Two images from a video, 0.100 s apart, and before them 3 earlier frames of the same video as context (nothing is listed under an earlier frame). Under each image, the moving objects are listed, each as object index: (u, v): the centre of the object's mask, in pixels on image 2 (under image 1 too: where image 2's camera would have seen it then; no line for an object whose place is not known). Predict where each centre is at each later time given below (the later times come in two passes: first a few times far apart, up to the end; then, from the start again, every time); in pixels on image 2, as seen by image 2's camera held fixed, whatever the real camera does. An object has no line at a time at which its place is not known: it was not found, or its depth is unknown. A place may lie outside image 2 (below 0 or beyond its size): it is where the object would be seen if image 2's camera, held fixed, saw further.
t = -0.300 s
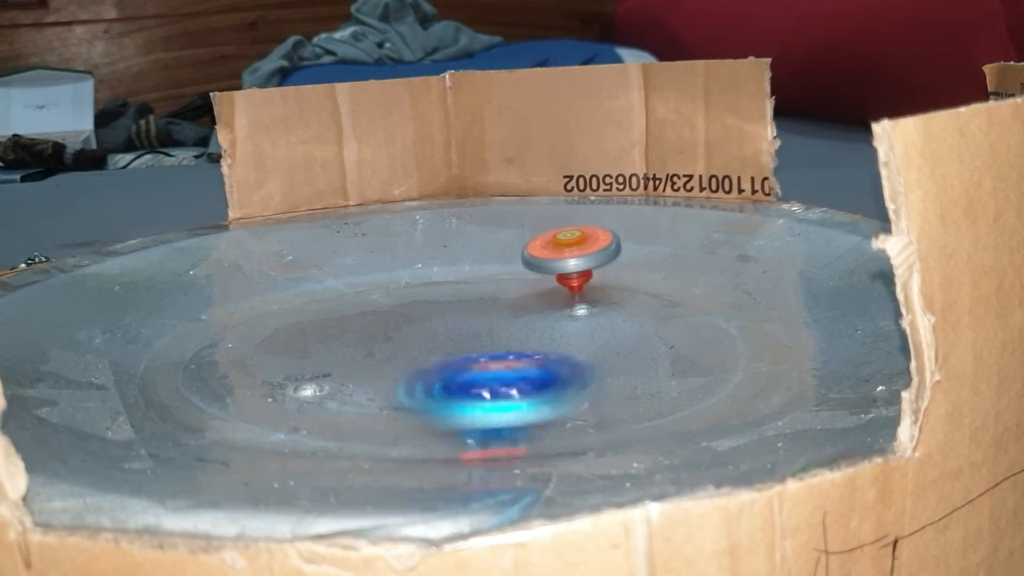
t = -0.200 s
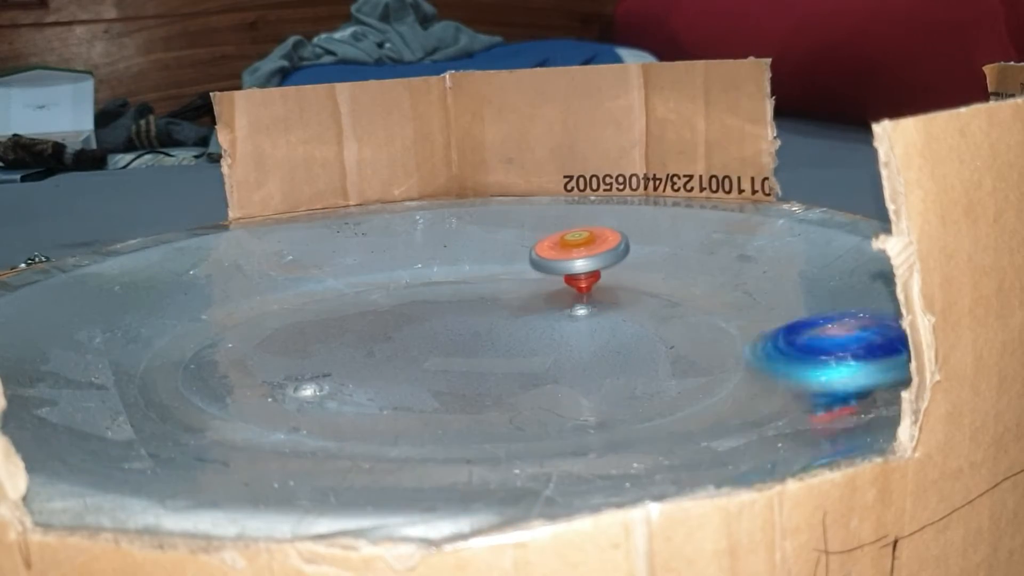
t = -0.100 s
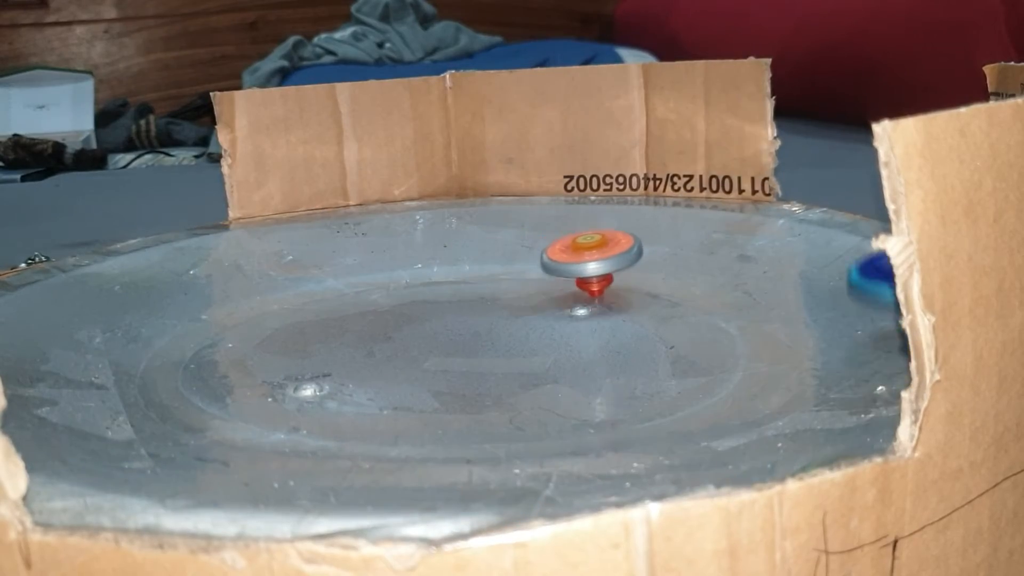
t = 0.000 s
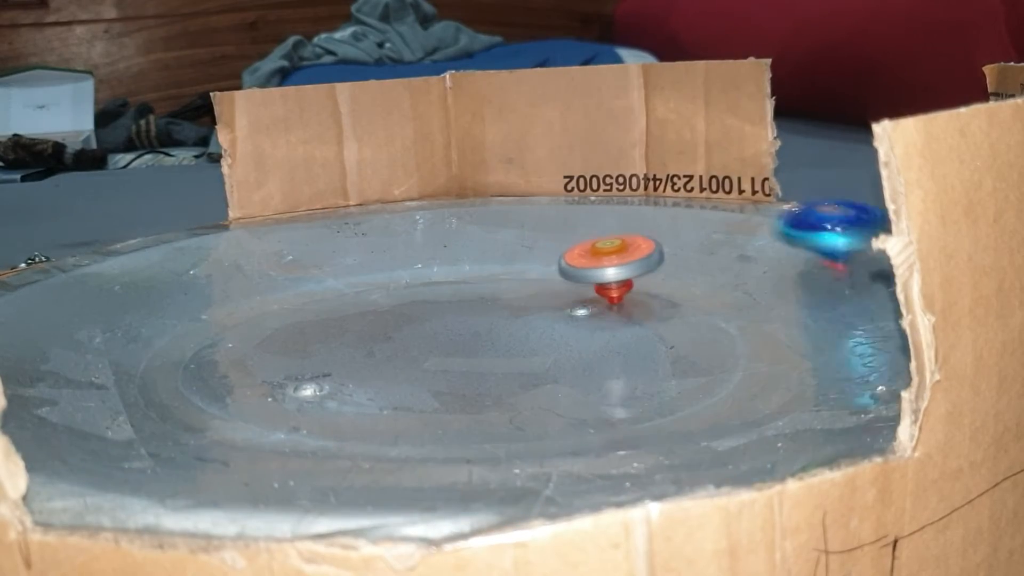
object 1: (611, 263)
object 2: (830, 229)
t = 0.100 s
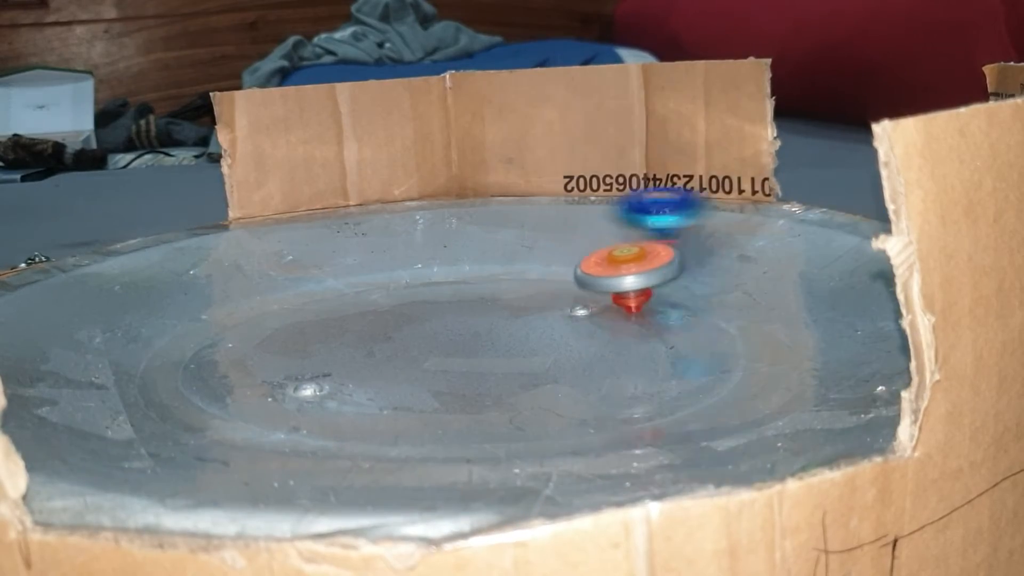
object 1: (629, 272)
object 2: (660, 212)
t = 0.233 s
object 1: (649, 290)
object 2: (430, 227)
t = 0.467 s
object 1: (668, 318)
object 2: (154, 336)
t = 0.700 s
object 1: (695, 318)
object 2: (684, 387)
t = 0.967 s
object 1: (700, 332)
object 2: (838, 239)
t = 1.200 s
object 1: (678, 338)
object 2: (473, 243)
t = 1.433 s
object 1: (606, 349)
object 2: (281, 322)
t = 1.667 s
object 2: (205, 371)
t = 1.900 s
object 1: (587, 209)
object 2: (248, 421)
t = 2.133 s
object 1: (226, 206)
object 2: (657, 376)
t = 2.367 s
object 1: (62, 263)
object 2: (487, 289)
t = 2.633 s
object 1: (161, 336)
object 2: (169, 263)
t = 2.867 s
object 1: (341, 329)
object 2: (145, 350)
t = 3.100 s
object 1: (612, 288)
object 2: (408, 384)
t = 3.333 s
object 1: (715, 206)
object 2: (747, 357)
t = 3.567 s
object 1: (618, 211)
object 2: (675, 262)
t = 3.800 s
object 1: (537, 208)
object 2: (521, 262)
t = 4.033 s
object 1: (497, 250)
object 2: (325, 296)
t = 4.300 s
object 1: (566, 268)
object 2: (445, 351)
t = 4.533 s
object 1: (615, 266)
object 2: (670, 325)
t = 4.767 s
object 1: (527, 227)
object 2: (673, 294)
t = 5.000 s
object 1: (376, 255)
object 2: (545, 316)
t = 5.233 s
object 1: (304, 287)
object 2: (513, 337)
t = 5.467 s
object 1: (308, 311)
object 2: (610, 341)
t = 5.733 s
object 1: (413, 327)
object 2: (643, 324)
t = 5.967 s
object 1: (491, 333)
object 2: (633, 314)
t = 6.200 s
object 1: (511, 337)
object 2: (638, 303)
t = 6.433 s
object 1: (357, 358)
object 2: (738, 271)
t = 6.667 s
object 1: (397, 382)
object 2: (710, 216)
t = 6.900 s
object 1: (465, 374)
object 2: (552, 255)
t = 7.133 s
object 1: (491, 355)
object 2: (587, 262)
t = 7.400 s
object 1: (406, 346)
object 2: (653, 280)
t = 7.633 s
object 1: (232, 376)
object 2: (744, 247)
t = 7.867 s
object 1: (254, 371)
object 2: (669, 257)
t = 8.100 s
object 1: (295, 359)
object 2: (648, 304)
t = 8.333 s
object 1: (353, 360)
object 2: (707, 345)
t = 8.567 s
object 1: (469, 363)
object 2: (779, 346)
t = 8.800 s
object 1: (491, 352)
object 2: (776, 327)
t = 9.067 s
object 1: (502, 348)
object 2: (713, 297)
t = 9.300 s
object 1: (558, 342)
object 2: (580, 292)
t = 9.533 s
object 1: (603, 342)
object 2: (460, 296)
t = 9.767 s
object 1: (633, 334)
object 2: (375, 314)
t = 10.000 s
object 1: (649, 324)
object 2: (436, 328)
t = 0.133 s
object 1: (635, 275)
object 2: (600, 212)
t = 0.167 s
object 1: (642, 280)
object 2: (542, 216)
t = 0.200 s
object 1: (646, 285)
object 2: (485, 220)
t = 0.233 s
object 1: (649, 290)
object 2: (430, 227)
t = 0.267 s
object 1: (651, 295)
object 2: (376, 236)
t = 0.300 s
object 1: (652, 299)
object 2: (327, 248)
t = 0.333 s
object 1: (653, 303)
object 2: (279, 265)
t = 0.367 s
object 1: (654, 308)
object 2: (232, 284)
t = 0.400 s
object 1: (657, 313)
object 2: (195, 299)
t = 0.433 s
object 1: (661, 316)
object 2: (166, 318)
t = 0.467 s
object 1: (668, 318)
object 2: (154, 336)
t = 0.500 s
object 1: (674, 320)
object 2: (159, 355)
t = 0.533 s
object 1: (680, 322)
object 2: (187, 374)
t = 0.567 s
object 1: (684, 323)
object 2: (238, 390)
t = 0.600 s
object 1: (688, 324)
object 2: (337, 397)
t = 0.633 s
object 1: (690, 325)
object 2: (456, 402)
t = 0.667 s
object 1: (694, 325)
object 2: (581, 394)
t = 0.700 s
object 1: (695, 318)
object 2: (684, 387)
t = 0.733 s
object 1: (694, 325)
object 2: (788, 375)
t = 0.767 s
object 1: (696, 327)
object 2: (852, 358)
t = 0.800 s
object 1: (697, 328)
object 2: (875, 333)
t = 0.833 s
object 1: (697, 328)
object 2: (877, 303)
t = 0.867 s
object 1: (699, 329)
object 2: (875, 283)
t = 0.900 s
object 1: (699, 331)
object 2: (869, 270)
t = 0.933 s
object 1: (700, 331)
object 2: (859, 255)
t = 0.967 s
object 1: (700, 332)
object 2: (838, 239)
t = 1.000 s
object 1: (699, 332)
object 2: (794, 229)
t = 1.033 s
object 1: (699, 332)
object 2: (740, 226)
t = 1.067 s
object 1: (699, 332)
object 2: (684, 227)
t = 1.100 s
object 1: (695, 332)
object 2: (628, 226)
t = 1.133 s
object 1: (692, 334)
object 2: (574, 229)
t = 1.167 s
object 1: (686, 336)
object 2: (524, 233)
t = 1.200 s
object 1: (678, 338)
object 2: (473, 243)
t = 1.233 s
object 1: (668, 339)
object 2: (419, 253)
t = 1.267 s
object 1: (657, 341)
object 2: (371, 262)
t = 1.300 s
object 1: (645, 341)
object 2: (334, 274)
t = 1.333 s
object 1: (633, 343)
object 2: (306, 285)
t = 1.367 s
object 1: (623, 345)
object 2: (288, 298)
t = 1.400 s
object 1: (614, 347)
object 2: (279, 311)
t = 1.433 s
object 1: (606, 349)
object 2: (281, 322)
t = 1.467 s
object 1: (599, 350)
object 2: (300, 330)
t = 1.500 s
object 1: (591, 352)
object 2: (339, 335)
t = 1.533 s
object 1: (587, 353)
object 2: (376, 343)
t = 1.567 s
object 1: (582, 354)
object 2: (414, 359)
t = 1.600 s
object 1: (640, 349)
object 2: (395, 369)
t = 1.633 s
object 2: (282, 382)
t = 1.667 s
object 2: (205, 371)
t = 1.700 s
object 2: (150, 366)
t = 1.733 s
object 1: (869, 234)
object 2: (109, 384)
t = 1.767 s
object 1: (830, 239)
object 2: (96, 385)
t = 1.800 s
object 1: (762, 227)
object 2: (105, 393)
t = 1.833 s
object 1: (707, 219)
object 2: (134, 401)
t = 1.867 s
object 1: (645, 213)
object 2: (184, 407)
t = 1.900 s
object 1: (587, 209)
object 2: (248, 421)
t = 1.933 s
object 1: (529, 205)
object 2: (323, 426)
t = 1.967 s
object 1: (474, 202)
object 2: (404, 427)
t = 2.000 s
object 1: (418, 201)
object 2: (489, 418)
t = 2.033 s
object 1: (365, 201)
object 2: (557, 412)
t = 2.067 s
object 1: (314, 201)
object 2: (599, 393)
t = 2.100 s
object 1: (268, 203)
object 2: (628, 385)
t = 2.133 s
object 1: (226, 206)
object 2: (657, 376)
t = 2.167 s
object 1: (191, 212)
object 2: (676, 358)
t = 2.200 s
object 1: (160, 217)
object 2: (671, 342)
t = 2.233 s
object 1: (131, 225)
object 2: (649, 328)
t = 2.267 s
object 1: (104, 237)
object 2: (616, 314)
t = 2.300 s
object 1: (78, 247)
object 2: (574, 302)
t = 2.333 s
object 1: (67, 254)
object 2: (528, 294)
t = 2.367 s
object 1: (62, 263)
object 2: (487, 289)
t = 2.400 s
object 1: (63, 272)
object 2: (447, 283)
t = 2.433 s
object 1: (65, 283)
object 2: (413, 274)
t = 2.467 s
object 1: (69, 293)
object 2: (376, 265)
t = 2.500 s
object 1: (79, 301)
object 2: (340, 260)
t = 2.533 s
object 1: (92, 309)
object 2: (299, 256)
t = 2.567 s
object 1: (112, 318)
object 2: (255, 258)
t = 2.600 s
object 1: (133, 328)
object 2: (211, 260)
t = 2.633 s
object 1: (161, 336)
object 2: (169, 263)
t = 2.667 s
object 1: (189, 337)
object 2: (131, 268)
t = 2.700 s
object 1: (213, 339)
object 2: (100, 276)
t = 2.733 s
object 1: (237, 338)
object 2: (80, 286)
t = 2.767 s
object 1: (262, 337)
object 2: (69, 300)
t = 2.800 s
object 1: (287, 334)
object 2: (75, 315)
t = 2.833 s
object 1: (312, 330)
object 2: (99, 332)
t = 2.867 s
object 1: (341, 329)
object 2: (145, 350)
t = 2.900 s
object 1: (370, 330)
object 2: (204, 360)
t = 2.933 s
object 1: (406, 330)
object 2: (258, 364)
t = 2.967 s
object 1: (442, 333)
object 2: (315, 364)
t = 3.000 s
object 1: (474, 332)
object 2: (364, 360)
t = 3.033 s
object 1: (501, 329)
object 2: (408, 361)
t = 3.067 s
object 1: (556, 310)
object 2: (409, 373)
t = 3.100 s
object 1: (612, 288)
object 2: (408, 384)
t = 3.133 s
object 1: (657, 272)
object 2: (426, 391)
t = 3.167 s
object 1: (693, 259)
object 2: (461, 396)
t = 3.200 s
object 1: (716, 241)
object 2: (512, 395)
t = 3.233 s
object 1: (726, 229)
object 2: (574, 390)
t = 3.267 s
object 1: (729, 219)
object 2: (638, 382)
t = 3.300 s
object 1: (725, 211)
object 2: (697, 372)
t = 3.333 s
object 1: (715, 206)
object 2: (747, 357)
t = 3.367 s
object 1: (703, 203)
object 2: (771, 340)
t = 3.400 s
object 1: (690, 201)
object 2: (775, 324)
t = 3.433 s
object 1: (676, 201)
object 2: (769, 310)
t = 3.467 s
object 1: (662, 202)
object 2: (754, 295)
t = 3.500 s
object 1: (648, 204)
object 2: (733, 282)
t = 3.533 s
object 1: (633, 207)
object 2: (704, 270)
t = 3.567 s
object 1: (618, 211)
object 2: (675, 262)
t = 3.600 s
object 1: (607, 213)
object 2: (644, 256)
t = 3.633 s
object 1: (593, 207)
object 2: (623, 256)
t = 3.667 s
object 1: (579, 204)
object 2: (606, 259)
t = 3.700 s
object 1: (568, 202)
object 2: (586, 260)
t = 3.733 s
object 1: (557, 203)
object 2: (565, 263)
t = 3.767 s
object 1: (547, 205)
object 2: (544, 262)
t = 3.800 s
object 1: (537, 208)
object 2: (521, 262)
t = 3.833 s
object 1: (529, 211)
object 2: (494, 262)
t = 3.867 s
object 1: (523, 217)
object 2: (469, 265)
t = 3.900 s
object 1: (518, 222)
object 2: (436, 269)
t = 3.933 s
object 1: (515, 227)
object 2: (402, 275)
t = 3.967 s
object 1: (510, 235)
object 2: (372, 281)
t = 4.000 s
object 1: (503, 244)
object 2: (346, 288)
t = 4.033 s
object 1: (497, 250)
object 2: (325, 296)
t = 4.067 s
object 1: (496, 257)
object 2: (309, 306)
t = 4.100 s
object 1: (500, 262)
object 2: (299, 316)
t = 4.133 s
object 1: (507, 264)
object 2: (301, 324)
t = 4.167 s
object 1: (517, 266)
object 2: (316, 328)
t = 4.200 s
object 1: (529, 266)
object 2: (344, 330)
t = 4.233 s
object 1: (541, 267)
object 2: (374, 335)
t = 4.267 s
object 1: (554, 267)
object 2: (410, 343)
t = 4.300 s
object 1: (566, 268)
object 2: (445, 351)
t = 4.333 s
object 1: (576, 265)
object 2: (480, 357)
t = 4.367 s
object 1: (585, 261)
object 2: (525, 360)
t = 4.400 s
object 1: (595, 261)
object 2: (564, 358)
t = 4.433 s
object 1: (604, 260)
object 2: (600, 354)
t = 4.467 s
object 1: (610, 261)
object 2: (631, 346)
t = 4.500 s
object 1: (612, 264)
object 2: (655, 336)
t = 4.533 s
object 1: (615, 266)
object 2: (670, 325)
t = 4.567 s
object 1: (619, 270)
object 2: (679, 314)
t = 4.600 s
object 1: (613, 262)
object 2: (687, 306)
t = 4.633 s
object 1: (595, 242)
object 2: (700, 305)
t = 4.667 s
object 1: (577, 245)
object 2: (702, 304)
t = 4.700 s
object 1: (563, 246)
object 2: (695, 300)
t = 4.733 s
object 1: (547, 238)
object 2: (686, 296)
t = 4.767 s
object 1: (527, 227)
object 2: (673, 294)
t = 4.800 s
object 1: (507, 227)
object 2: (656, 293)
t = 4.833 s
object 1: (485, 228)
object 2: (636, 294)
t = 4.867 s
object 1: (465, 229)
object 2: (617, 297)
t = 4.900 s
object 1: (445, 233)
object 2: (598, 301)
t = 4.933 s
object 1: (424, 237)
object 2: (580, 306)
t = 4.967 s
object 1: (400, 247)
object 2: (562, 311)
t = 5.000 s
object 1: (376, 255)
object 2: (545, 316)
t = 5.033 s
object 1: (357, 261)
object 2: (531, 320)
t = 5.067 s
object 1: (342, 266)
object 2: (518, 323)
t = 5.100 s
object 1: (329, 271)
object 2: (508, 326)
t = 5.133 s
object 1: (318, 275)
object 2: (503, 328)
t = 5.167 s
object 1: (312, 279)
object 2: (502, 331)
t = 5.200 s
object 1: (308, 283)
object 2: (504, 334)
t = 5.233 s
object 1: (304, 287)
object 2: (513, 337)
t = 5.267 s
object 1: (301, 291)
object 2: (527, 339)
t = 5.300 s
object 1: (298, 294)
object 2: (544, 341)
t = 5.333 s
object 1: (297, 297)
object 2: (558, 341)
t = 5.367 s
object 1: (298, 301)
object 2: (575, 342)
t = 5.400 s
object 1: (299, 305)
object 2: (590, 342)
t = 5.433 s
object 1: (302, 309)
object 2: (601, 342)
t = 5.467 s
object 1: (308, 311)
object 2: (610, 341)
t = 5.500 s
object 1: (316, 314)
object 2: (617, 340)
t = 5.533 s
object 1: (326, 316)
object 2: (623, 338)
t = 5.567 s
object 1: (336, 318)
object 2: (630, 337)
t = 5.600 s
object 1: (350, 320)
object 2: (634, 334)
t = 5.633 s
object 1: (364, 321)
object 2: (637, 332)
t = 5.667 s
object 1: (379, 323)
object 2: (641, 329)
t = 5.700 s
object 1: (396, 325)
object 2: (642, 326)
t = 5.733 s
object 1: (413, 327)
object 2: (643, 324)
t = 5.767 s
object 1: (429, 329)
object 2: (641, 321)
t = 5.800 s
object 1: (444, 330)
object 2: (640, 320)
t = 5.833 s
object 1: (459, 331)
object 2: (637, 318)
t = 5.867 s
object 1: (473, 332)
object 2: (633, 317)
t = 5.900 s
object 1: (487, 332)
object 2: (629, 317)
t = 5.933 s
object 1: (498, 332)
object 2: (624, 316)
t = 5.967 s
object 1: (491, 333)
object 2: (633, 314)
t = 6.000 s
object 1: (481, 335)
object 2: (648, 309)
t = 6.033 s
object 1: (486, 336)
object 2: (649, 307)
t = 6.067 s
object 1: (491, 336)
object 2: (647, 306)
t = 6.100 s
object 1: (496, 337)
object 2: (646, 304)
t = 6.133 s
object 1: (499, 337)
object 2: (643, 303)
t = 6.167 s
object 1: (504, 337)
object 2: (641, 302)
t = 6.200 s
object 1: (511, 337)
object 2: (638, 303)
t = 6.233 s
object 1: (518, 337)
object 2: (636, 303)
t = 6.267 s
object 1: (525, 337)
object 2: (633, 305)
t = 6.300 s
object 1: (532, 336)
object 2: (634, 306)
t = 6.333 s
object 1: (532, 335)
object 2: (639, 306)
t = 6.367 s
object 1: (462, 347)
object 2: (684, 292)
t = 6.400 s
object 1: (403, 355)
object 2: (717, 281)
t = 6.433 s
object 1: (357, 358)
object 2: (738, 271)
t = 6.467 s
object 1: (324, 365)
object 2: (751, 260)
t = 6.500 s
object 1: (306, 370)
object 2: (760, 249)
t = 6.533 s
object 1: (319, 376)
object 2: (761, 239)
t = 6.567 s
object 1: (347, 380)
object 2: (755, 232)
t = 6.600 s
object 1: (370, 381)
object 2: (745, 224)
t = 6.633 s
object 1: (385, 382)
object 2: (730, 219)
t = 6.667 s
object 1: (397, 382)
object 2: (710, 216)
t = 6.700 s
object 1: (411, 382)
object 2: (687, 217)
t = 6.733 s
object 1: (422, 381)
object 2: (662, 219)
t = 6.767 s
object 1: (433, 381)
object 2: (636, 224)
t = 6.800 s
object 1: (441, 380)
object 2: (612, 229)
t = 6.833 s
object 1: (450, 378)
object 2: (588, 238)
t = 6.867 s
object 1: (457, 377)
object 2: (567, 247)
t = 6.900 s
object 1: (465, 374)
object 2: (552, 255)
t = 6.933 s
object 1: (470, 372)
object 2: (543, 262)
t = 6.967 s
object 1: (474, 369)
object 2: (545, 266)
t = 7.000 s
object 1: (478, 366)
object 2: (555, 270)
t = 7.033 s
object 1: (481, 364)
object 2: (567, 269)
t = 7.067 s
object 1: (485, 361)
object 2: (575, 265)
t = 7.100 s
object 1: (488, 359)
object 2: (581, 262)
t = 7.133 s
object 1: (491, 355)
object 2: (587, 262)
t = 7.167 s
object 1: (496, 353)
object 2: (594, 265)
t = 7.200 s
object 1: (500, 349)
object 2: (600, 267)
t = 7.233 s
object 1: (504, 345)
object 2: (601, 271)
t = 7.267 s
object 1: (508, 341)
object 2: (599, 276)
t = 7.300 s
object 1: (512, 337)
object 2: (599, 283)
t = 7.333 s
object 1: (515, 333)
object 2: (593, 292)
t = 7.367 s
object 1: (475, 339)
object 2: (615, 289)
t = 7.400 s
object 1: (406, 346)
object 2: (653, 280)
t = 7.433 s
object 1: (345, 354)
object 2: (678, 276)
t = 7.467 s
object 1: (302, 362)
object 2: (701, 273)
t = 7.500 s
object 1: (270, 368)
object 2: (720, 268)
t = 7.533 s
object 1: (250, 373)
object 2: (734, 261)
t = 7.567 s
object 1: (237, 374)
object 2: (740, 255)
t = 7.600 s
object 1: (232, 376)
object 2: (743, 251)
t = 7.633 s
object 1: (232, 376)
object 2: (744, 247)
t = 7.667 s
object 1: (235, 378)
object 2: (741, 244)
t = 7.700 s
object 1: (240, 380)
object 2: (737, 242)
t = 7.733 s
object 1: (247, 380)
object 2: (730, 241)
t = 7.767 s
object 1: (255, 380)
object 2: (716, 243)
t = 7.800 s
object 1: (260, 377)
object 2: (702, 246)
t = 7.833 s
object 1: (259, 374)
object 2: (686, 250)
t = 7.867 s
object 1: (254, 371)
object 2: (669, 257)
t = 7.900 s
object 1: (250, 368)
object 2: (658, 261)
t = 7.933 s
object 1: (251, 366)
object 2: (656, 266)
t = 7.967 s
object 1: (255, 364)
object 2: (654, 273)
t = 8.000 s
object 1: (263, 363)
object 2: (654, 279)
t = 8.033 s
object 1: (273, 362)
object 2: (653, 287)
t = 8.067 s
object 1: (284, 361)
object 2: (650, 295)
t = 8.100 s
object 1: (295, 359)
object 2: (648, 304)
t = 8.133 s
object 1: (306, 359)
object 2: (648, 312)
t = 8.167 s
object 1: (316, 358)
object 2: (651, 321)
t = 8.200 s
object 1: (324, 358)
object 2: (658, 328)
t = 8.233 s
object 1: (327, 359)
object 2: (668, 333)
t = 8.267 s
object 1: (333, 359)
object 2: (679, 338)
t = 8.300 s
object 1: (343, 359)
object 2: (693, 342)
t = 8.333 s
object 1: (353, 360)
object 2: (707, 345)
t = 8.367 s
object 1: (364, 360)
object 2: (719, 350)
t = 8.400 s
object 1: (373, 361)
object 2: (733, 352)
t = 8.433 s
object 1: (384, 361)
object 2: (748, 352)
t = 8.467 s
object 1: (401, 363)
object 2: (761, 352)
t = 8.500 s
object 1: (422, 363)
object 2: (772, 350)
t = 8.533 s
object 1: (445, 364)
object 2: (778, 348)
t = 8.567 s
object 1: (469, 363)
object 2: (779, 346)
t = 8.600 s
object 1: (494, 362)
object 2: (772, 344)
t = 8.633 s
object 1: (516, 360)
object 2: (762, 343)
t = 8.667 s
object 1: (539, 358)
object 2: (748, 342)
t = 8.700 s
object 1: (560, 356)
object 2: (732, 340)
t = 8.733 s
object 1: (576, 353)
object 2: (722, 338)
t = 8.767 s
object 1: (527, 353)
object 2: (760, 333)
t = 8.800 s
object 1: (491, 352)
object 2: (776, 327)
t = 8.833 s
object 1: (467, 350)
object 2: (781, 321)
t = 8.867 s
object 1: (456, 347)
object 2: (780, 316)
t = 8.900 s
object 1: (456, 346)
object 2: (777, 311)
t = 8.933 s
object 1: (463, 345)
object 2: (771, 307)
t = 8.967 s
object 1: (472, 346)
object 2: (760, 304)
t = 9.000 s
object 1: (482, 347)
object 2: (746, 300)
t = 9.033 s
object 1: (492, 348)
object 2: (730, 297)
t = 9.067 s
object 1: (502, 348)
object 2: (713, 297)
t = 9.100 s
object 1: (512, 347)
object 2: (696, 297)
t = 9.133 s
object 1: (523, 345)
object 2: (676, 296)
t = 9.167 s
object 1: (533, 344)
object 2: (655, 297)
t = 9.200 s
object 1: (543, 342)
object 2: (634, 299)
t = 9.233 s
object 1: (552, 340)
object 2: (618, 297)
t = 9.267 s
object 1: (559, 339)
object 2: (599, 295)
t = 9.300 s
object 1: (558, 342)
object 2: (580, 292)
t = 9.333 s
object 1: (561, 343)
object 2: (561, 292)
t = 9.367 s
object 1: (567, 343)
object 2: (541, 292)
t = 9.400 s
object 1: (574, 343)
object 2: (523, 294)
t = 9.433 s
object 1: (582, 342)
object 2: (509, 296)
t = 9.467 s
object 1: (590, 342)
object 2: (493, 296)
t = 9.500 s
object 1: (598, 342)
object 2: (475, 296)
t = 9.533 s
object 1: (603, 342)
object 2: (460, 296)
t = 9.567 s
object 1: (607, 341)
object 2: (444, 298)
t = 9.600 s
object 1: (611, 341)
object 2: (427, 300)
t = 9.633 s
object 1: (616, 340)
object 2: (413, 302)
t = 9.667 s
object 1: (620, 339)
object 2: (402, 304)
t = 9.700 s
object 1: (625, 338)
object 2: (389, 307)
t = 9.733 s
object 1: (627, 336)
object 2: (377, 310)
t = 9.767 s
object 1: (633, 334)
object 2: (375, 314)
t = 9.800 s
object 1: (636, 333)
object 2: (375, 317)
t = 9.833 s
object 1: (639, 332)
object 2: (376, 320)
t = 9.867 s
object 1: (641, 330)
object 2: (384, 322)
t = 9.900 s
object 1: (644, 329)
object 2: (395, 324)
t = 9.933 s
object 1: (646, 327)
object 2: (408, 326)
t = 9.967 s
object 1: (648, 326)
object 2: (422, 327)
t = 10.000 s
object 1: (649, 324)
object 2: (436, 328)
